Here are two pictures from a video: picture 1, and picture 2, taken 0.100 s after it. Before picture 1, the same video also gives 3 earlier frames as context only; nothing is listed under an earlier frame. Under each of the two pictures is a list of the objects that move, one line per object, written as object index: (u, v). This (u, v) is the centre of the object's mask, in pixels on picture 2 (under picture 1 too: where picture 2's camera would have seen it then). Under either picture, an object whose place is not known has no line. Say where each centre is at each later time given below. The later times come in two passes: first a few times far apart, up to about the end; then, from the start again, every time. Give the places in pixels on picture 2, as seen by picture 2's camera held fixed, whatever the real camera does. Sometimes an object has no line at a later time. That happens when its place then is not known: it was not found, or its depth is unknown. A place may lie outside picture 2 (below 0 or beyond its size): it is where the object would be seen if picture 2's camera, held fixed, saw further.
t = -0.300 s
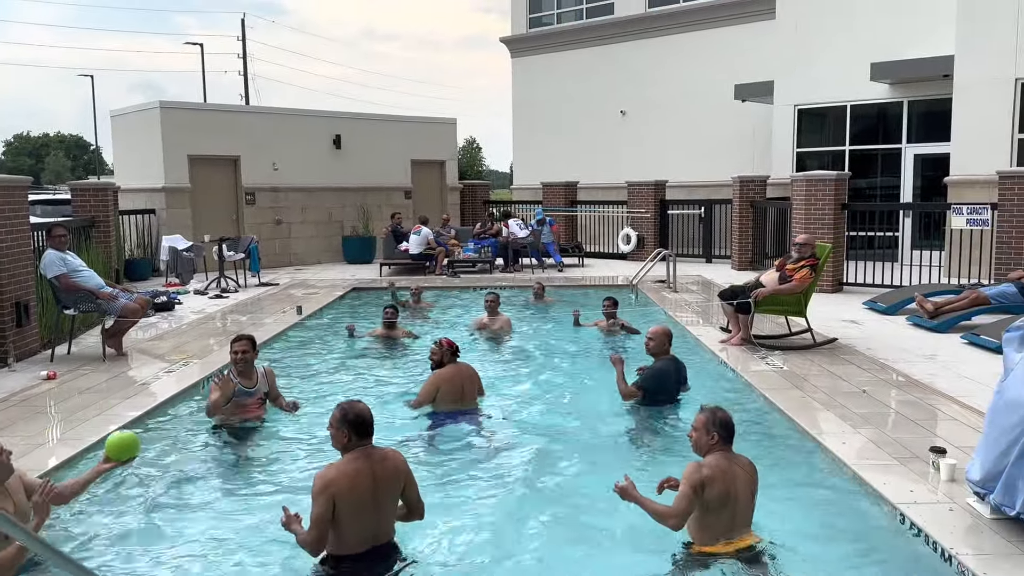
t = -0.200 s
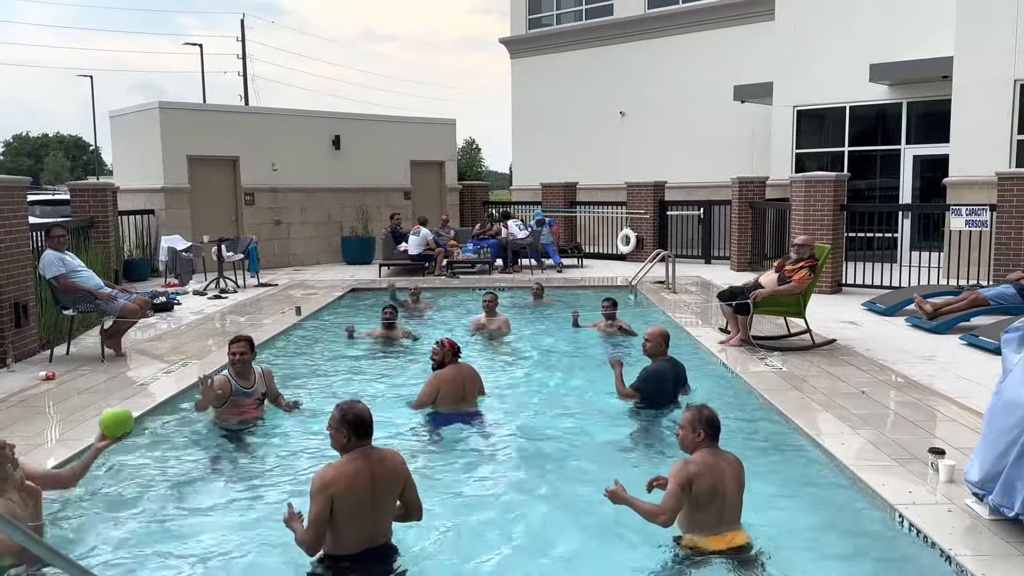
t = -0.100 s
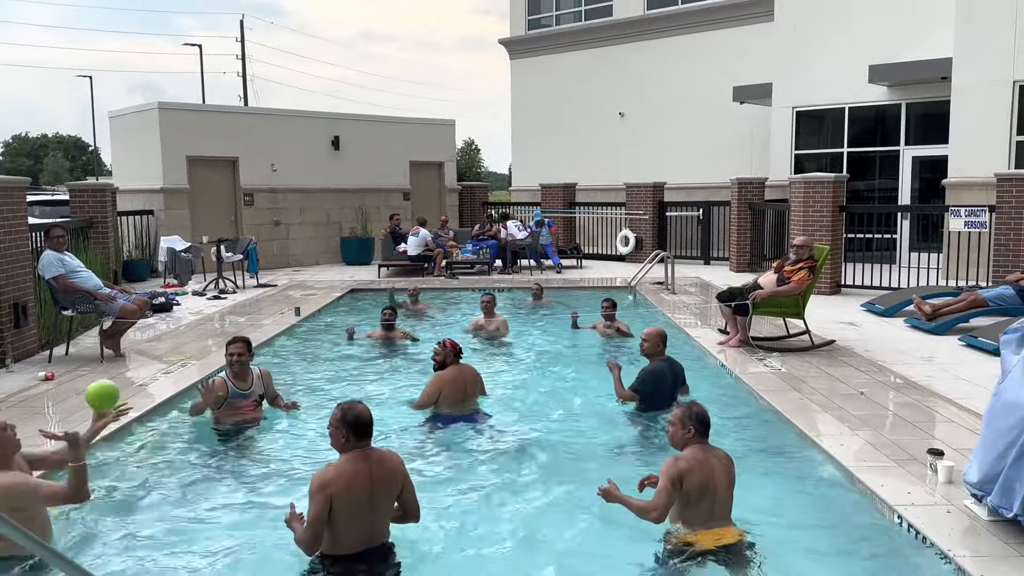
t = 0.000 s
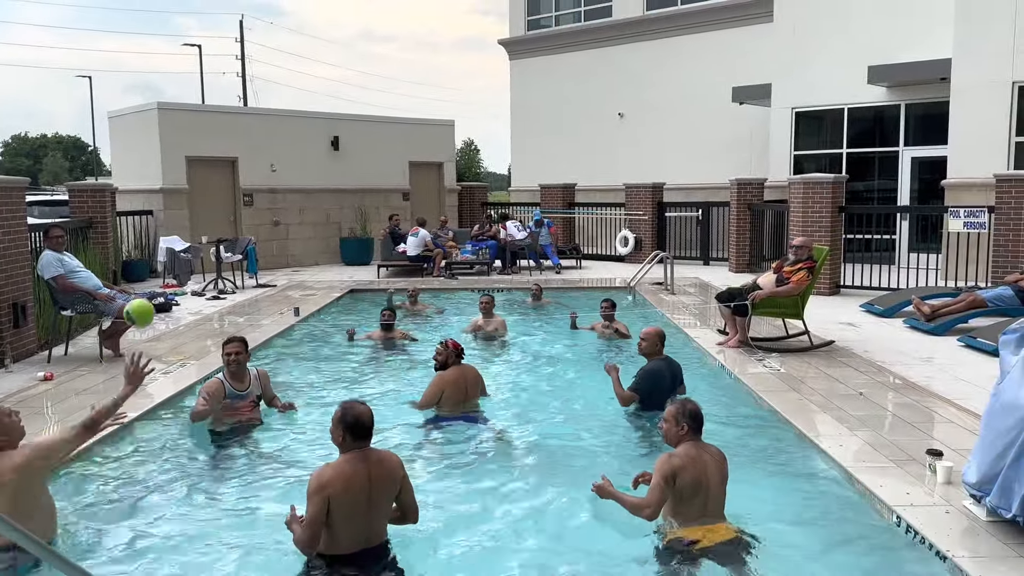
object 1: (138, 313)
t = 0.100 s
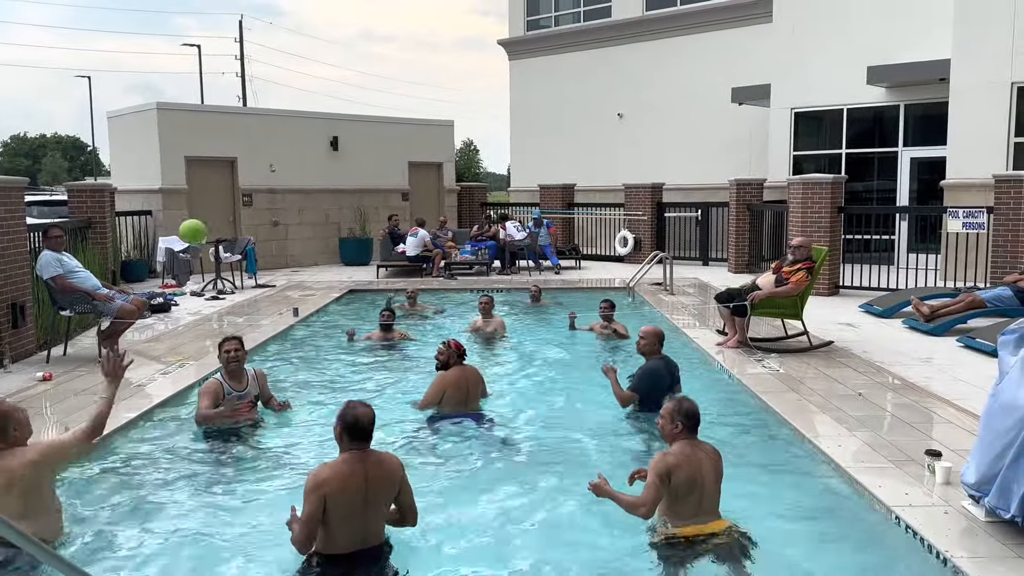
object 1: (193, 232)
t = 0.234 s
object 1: (248, 171)
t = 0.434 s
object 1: (312, 149)
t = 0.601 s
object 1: (354, 171)
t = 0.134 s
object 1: (208, 212)
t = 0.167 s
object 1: (223, 195)
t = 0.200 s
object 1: (235, 181)
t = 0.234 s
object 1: (248, 171)
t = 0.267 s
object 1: (261, 162)
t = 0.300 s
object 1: (272, 157)
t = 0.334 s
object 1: (284, 153)
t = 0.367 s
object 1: (294, 150)
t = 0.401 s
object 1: (303, 149)
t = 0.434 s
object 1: (312, 149)
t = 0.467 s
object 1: (321, 151)
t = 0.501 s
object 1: (330, 155)
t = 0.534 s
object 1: (338, 159)
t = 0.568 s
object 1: (346, 165)
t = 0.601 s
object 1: (354, 171)
